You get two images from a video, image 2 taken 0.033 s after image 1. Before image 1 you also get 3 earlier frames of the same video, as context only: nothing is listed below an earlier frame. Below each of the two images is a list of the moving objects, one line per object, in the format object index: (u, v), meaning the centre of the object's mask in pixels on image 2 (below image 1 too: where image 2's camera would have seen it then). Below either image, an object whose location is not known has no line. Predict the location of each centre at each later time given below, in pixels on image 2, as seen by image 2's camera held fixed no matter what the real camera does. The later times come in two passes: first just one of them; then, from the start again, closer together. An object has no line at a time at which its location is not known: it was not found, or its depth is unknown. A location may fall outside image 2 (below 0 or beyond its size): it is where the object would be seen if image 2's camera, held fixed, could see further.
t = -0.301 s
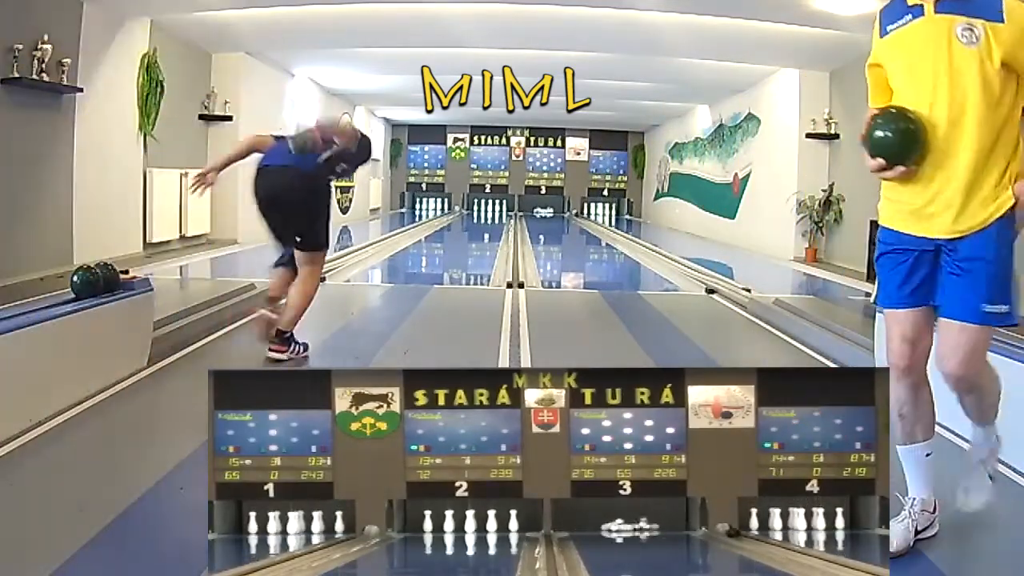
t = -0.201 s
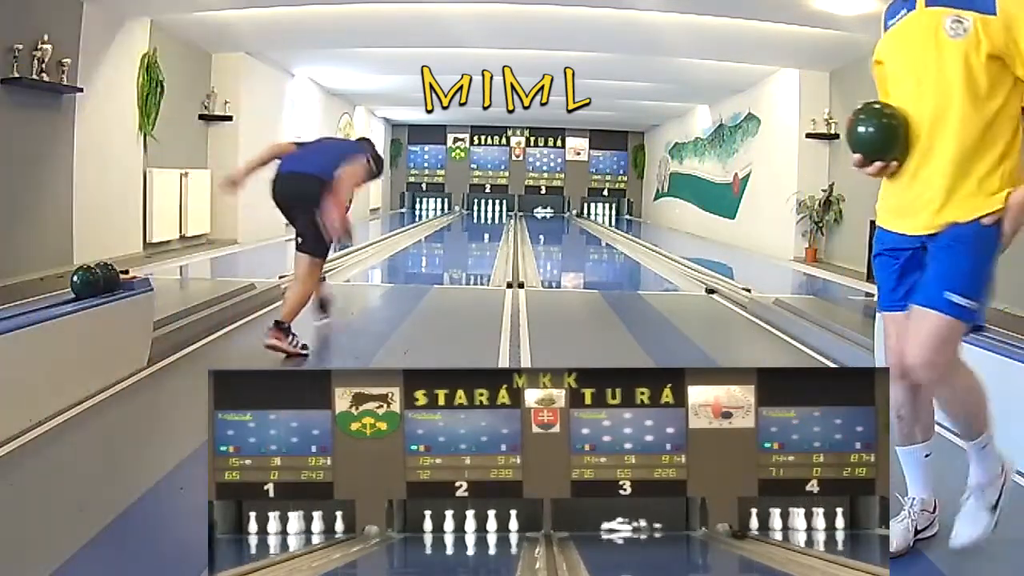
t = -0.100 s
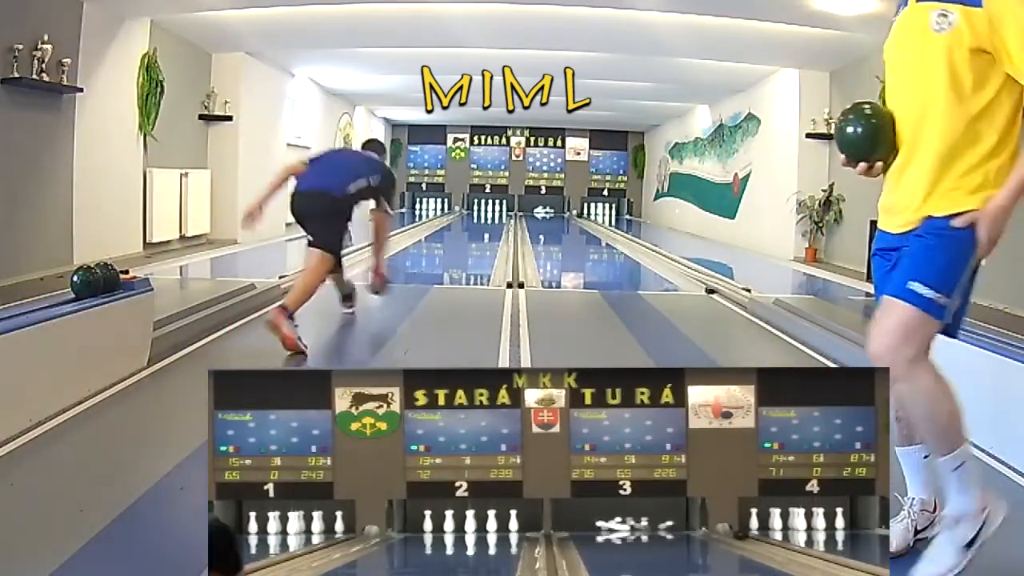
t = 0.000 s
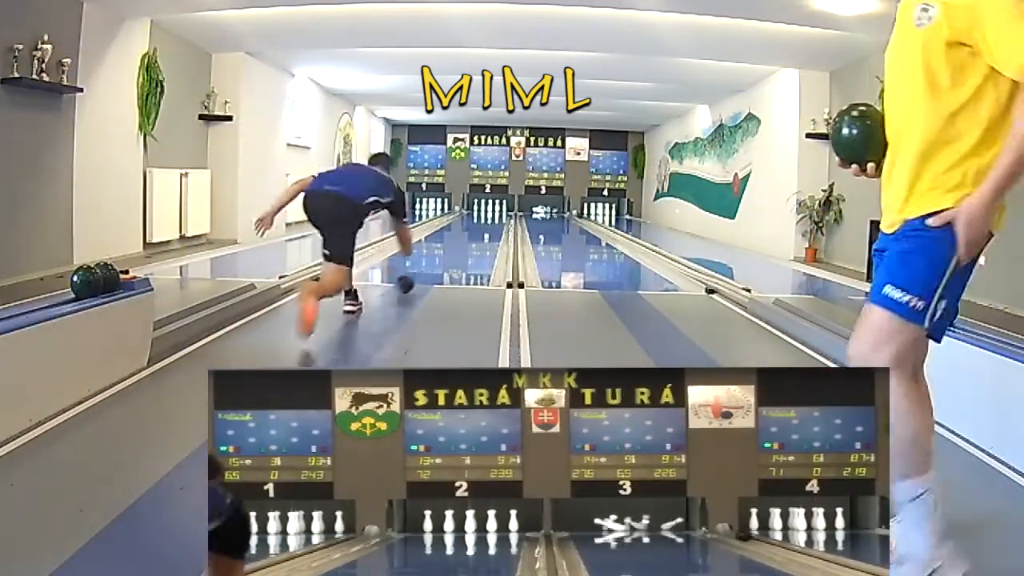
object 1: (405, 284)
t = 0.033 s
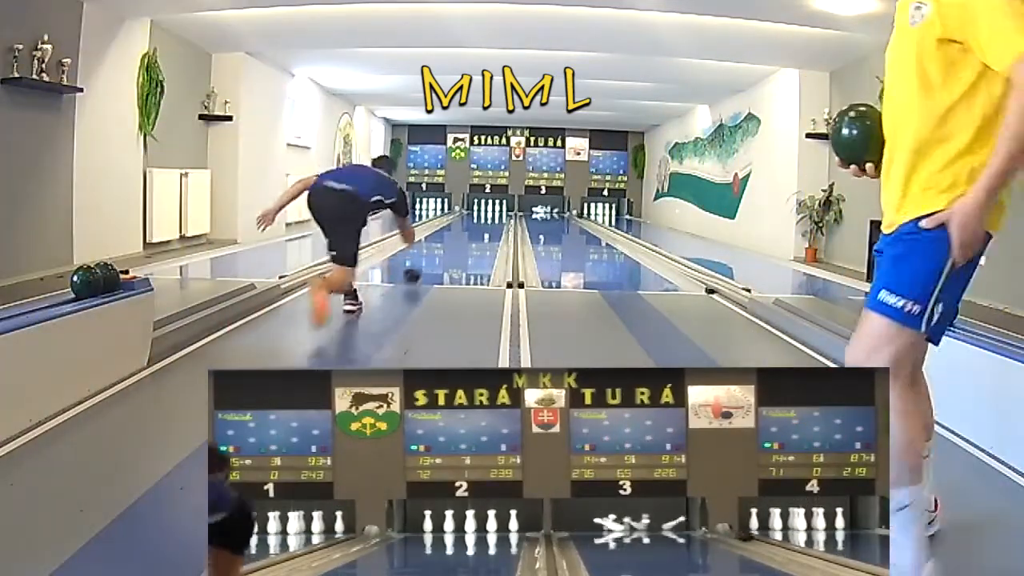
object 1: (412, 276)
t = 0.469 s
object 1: (458, 239)
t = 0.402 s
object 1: (454, 243)
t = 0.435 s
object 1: (456, 241)
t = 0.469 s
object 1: (458, 239)
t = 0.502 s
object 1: (460, 237)
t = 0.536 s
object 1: (462, 236)
